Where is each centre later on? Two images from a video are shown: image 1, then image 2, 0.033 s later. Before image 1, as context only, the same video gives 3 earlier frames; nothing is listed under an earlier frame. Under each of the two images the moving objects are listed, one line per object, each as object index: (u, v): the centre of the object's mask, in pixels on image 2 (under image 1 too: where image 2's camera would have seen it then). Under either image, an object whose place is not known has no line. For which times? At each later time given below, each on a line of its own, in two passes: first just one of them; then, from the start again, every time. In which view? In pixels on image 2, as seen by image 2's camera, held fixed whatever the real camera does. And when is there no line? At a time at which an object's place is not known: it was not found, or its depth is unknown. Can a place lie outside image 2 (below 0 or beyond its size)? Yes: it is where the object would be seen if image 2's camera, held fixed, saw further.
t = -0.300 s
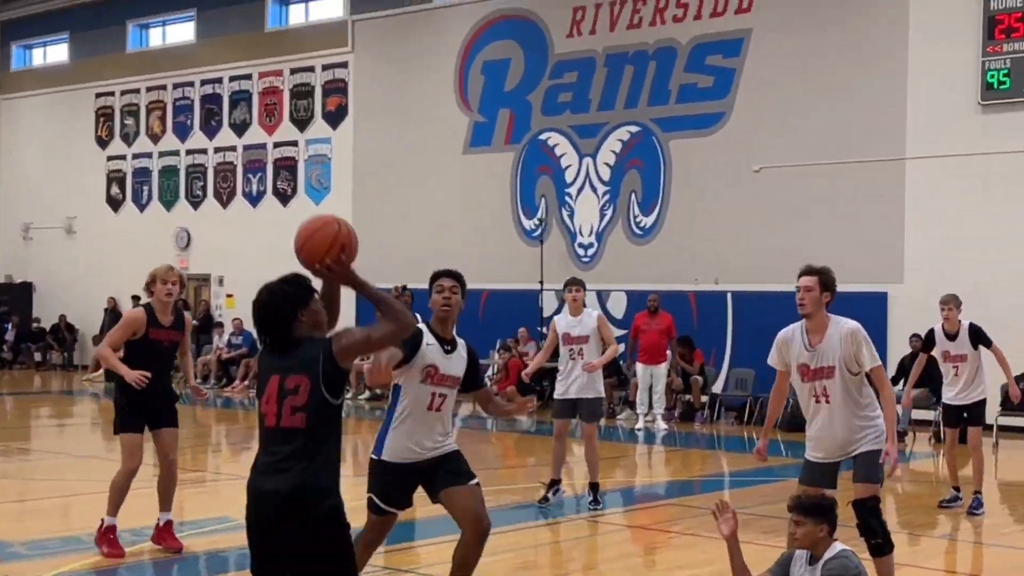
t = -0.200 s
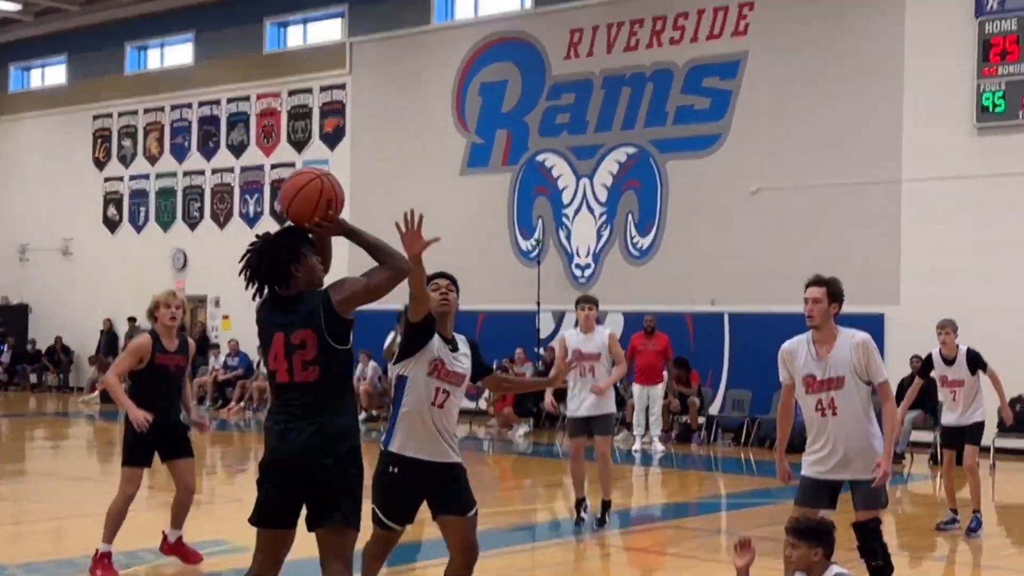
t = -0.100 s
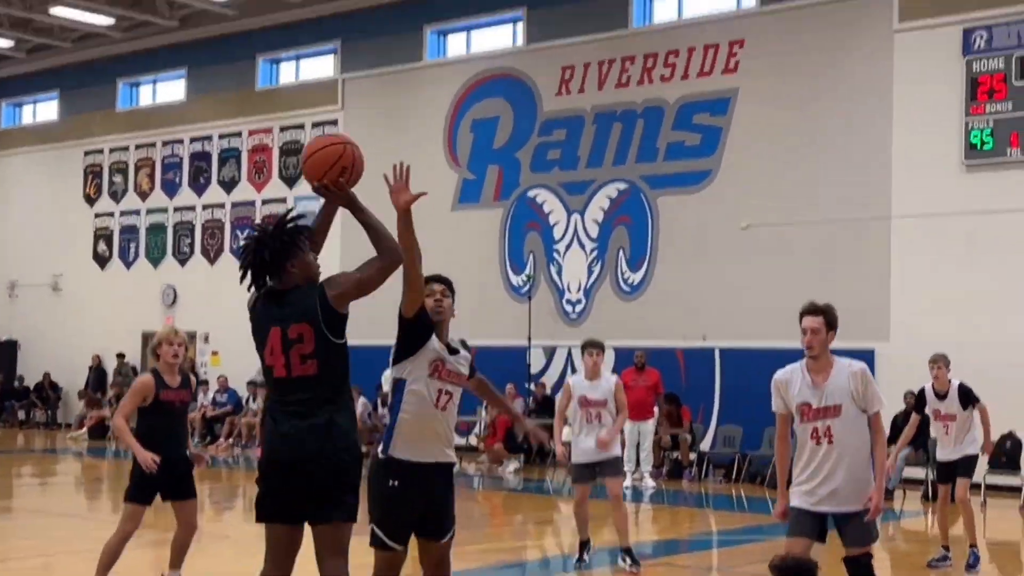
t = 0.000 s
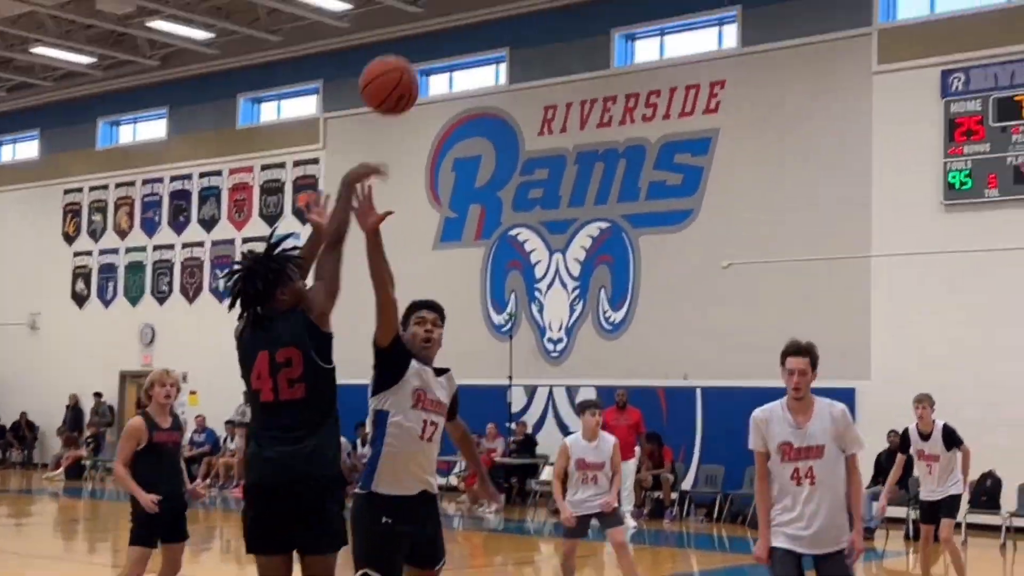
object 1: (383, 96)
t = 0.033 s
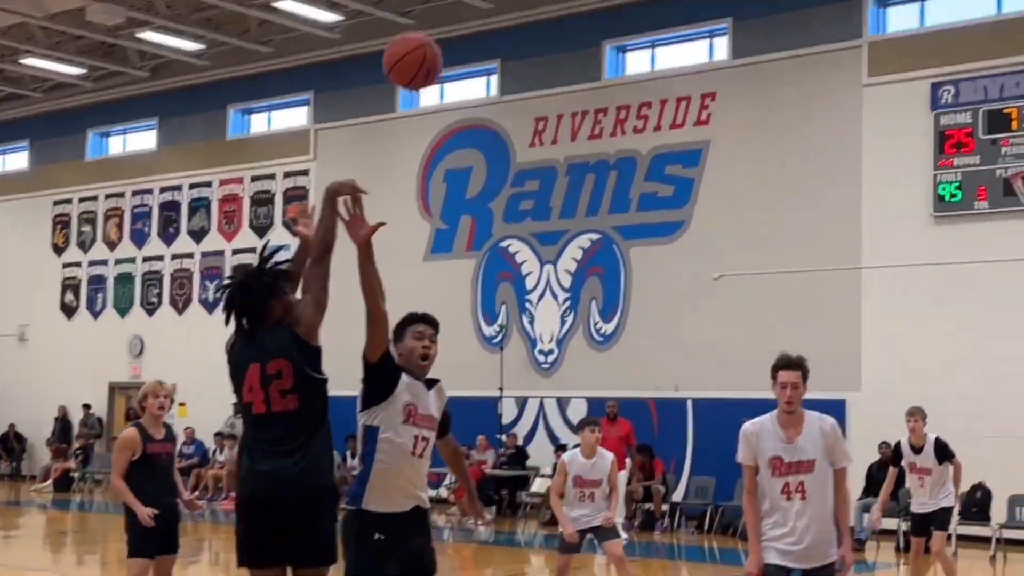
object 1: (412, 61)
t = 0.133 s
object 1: (502, -13)
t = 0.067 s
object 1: (443, 30)
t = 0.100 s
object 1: (473, 4)
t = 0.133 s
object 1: (502, -13)
